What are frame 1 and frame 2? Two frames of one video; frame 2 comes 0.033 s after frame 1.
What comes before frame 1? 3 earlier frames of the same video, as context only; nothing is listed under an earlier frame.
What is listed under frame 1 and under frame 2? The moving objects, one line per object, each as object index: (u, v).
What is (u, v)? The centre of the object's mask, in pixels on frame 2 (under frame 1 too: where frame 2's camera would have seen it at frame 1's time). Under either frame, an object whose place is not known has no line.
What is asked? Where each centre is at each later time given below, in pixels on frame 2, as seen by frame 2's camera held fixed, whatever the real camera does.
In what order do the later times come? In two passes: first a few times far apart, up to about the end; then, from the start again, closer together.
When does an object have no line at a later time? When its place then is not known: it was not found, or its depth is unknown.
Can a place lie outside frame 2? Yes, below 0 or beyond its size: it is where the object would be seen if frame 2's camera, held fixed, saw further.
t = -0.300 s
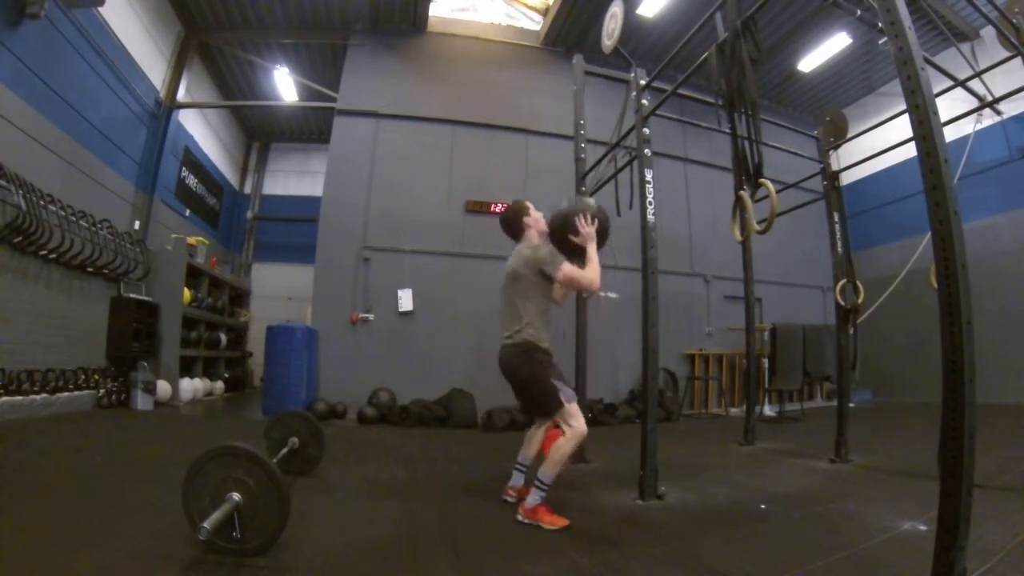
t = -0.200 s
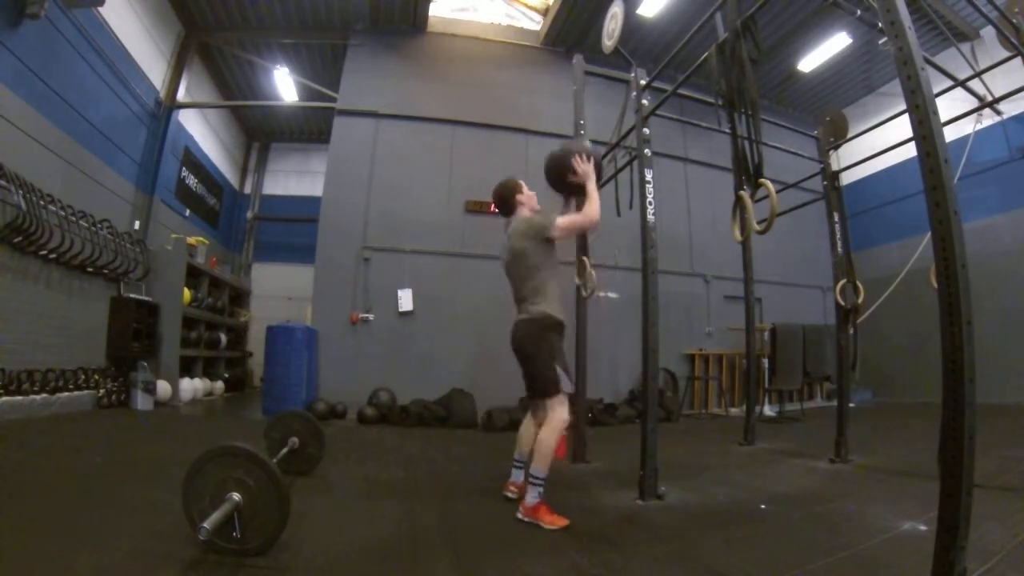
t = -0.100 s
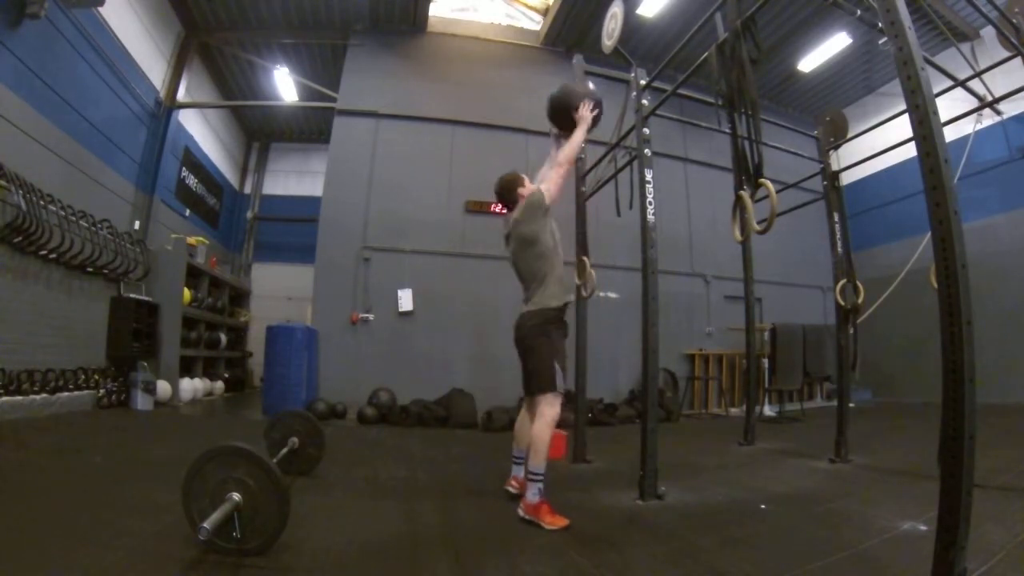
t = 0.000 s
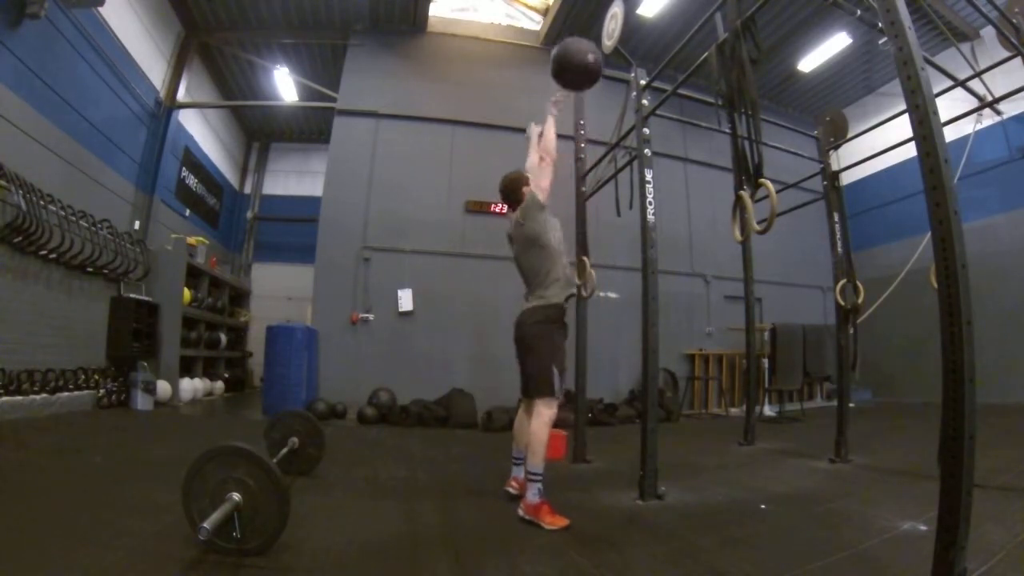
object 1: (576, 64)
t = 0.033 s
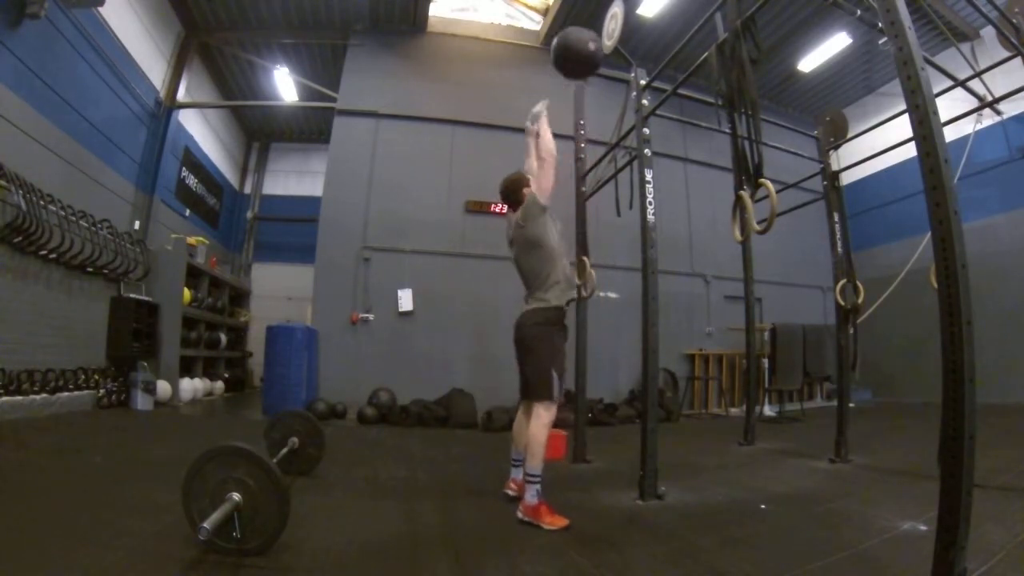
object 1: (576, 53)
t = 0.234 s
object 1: (581, 21)
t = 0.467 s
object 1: (590, 32)
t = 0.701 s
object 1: (599, 114)
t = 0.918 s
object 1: (609, 293)
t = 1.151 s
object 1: (611, 452)
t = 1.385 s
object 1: (613, 393)
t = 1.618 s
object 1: (614, 425)
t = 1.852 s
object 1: (616, 466)
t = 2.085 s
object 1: (620, 478)
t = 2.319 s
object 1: (624, 479)
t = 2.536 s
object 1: (626, 481)
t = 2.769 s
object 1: (626, 480)
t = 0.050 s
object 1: (577, 48)
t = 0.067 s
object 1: (577, 44)
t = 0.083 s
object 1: (577, 40)
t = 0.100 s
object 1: (577, 36)
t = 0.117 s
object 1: (578, 32)
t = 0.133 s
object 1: (579, 29)
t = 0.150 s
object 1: (579, 26)
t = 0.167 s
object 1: (579, 25)
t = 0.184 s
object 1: (580, 23)
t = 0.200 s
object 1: (580, 23)
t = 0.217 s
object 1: (581, 22)
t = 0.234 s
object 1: (581, 21)
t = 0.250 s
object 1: (582, 20)
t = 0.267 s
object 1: (582, 19)
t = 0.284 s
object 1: (583, 20)
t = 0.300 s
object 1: (583, 20)
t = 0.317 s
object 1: (584, 18)
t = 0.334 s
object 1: (584, 19)
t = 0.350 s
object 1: (585, 20)
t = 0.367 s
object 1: (585, 20)
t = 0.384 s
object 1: (586, 21)
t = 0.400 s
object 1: (587, 22)
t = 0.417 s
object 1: (587, 24)
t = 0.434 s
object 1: (588, 26)
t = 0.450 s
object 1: (589, 29)
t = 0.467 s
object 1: (590, 32)
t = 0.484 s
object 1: (590, 36)
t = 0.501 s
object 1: (590, 39)
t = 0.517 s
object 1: (591, 43)
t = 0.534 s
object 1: (591, 48)
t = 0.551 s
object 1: (592, 52)
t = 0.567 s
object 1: (593, 58)
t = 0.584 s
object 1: (594, 63)
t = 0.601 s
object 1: (595, 69)
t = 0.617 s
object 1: (595, 75)
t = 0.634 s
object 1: (596, 81)
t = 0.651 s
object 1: (597, 90)
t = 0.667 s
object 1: (598, 97)
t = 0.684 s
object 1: (599, 106)
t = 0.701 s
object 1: (599, 114)
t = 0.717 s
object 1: (600, 125)
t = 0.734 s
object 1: (601, 135)
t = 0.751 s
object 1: (602, 146)
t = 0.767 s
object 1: (602, 158)
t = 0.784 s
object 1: (603, 170)
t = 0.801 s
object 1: (604, 183)
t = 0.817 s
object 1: (604, 195)
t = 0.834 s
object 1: (604, 209)
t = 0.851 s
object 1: (606, 226)
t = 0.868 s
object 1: (607, 240)
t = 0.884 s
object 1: (607, 259)
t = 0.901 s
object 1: (608, 278)
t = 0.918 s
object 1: (609, 293)
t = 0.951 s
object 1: (611, 334)
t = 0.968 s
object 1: (609, 351)
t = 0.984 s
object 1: (610, 377)
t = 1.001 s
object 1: (610, 398)
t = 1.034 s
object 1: (610, 437)
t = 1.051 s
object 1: (609, 461)
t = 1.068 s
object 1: (608, 483)
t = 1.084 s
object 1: (609, 483)
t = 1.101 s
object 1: (609, 478)
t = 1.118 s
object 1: (609, 468)
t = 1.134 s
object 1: (610, 460)
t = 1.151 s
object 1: (611, 452)
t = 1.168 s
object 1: (611, 445)
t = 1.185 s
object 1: (611, 437)
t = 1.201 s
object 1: (612, 431)
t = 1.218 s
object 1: (612, 426)
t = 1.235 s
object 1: (612, 420)
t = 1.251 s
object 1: (612, 416)
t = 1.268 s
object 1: (612, 412)
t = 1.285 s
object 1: (612, 408)
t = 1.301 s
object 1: (612, 402)
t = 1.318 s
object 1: (614, 399)
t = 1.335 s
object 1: (613, 397)
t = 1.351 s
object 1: (612, 396)
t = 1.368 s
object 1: (613, 394)
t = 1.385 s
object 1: (613, 393)
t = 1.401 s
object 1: (612, 393)
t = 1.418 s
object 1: (612, 393)
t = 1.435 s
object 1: (613, 393)
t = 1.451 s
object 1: (613, 393)
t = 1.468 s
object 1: (613, 393)
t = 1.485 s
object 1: (614, 393)
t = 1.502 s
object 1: (614, 395)
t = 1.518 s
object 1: (615, 397)
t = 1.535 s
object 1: (615, 400)
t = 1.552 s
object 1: (615, 403)
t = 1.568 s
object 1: (615, 407)
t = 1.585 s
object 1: (616, 412)
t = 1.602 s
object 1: (614, 420)
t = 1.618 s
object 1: (614, 425)
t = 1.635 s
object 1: (614, 432)
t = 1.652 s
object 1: (614, 438)
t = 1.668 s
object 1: (614, 444)
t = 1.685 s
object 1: (614, 452)
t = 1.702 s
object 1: (613, 459)
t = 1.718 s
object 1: (613, 471)
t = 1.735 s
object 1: (613, 479)
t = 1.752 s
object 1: (613, 484)
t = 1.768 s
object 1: (613, 483)
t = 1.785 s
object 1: (614, 480)
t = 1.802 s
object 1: (614, 477)
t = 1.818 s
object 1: (614, 474)
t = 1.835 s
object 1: (615, 469)
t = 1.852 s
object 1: (616, 466)
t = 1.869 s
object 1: (616, 463)
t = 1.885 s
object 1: (616, 461)
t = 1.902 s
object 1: (617, 460)
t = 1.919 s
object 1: (617, 460)
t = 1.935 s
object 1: (617, 459)
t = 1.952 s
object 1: (617, 459)
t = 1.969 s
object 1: (617, 459)
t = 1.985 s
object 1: (617, 460)
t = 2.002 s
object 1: (618, 462)
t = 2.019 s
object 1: (619, 464)
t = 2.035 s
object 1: (618, 466)
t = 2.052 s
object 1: (618, 470)
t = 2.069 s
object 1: (619, 474)
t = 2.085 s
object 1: (620, 478)
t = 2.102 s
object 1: (619, 481)
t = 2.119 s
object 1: (620, 483)
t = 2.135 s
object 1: (620, 482)
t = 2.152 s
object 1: (619, 480)
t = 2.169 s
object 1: (620, 479)
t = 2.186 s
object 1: (621, 478)
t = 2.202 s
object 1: (622, 477)
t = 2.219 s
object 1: (621, 476)
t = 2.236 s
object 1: (623, 476)
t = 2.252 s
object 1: (622, 475)
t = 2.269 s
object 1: (622, 476)
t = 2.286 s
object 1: (623, 476)
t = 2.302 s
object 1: (623, 478)
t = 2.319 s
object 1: (624, 479)
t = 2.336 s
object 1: (623, 481)
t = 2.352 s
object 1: (623, 482)
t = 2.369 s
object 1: (624, 482)
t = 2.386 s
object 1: (625, 481)
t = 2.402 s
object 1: (624, 480)
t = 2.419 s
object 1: (624, 480)
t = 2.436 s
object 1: (625, 479)
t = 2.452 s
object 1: (624, 479)
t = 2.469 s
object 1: (625, 479)
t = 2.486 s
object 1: (626, 480)
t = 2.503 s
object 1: (625, 480)
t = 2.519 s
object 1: (626, 481)
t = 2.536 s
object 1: (626, 481)
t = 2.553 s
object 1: (626, 481)
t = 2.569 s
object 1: (626, 481)
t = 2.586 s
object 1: (626, 481)
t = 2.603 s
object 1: (626, 481)
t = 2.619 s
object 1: (626, 480)
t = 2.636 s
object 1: (626, 480)
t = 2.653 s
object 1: (626, 480)
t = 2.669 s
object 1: (626, 481)
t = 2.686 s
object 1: (626, 481)
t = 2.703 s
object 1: (626, 481)
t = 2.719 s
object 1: (626, 481)
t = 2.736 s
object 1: (626, 480)
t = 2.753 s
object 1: (626, 480)
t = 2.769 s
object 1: (626, 480)
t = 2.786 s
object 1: (626, 480)
